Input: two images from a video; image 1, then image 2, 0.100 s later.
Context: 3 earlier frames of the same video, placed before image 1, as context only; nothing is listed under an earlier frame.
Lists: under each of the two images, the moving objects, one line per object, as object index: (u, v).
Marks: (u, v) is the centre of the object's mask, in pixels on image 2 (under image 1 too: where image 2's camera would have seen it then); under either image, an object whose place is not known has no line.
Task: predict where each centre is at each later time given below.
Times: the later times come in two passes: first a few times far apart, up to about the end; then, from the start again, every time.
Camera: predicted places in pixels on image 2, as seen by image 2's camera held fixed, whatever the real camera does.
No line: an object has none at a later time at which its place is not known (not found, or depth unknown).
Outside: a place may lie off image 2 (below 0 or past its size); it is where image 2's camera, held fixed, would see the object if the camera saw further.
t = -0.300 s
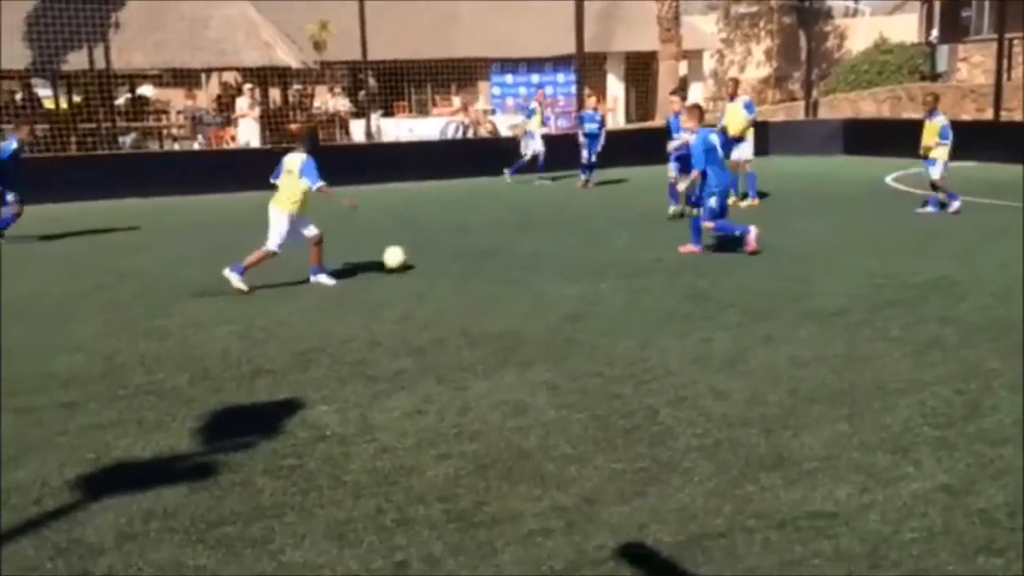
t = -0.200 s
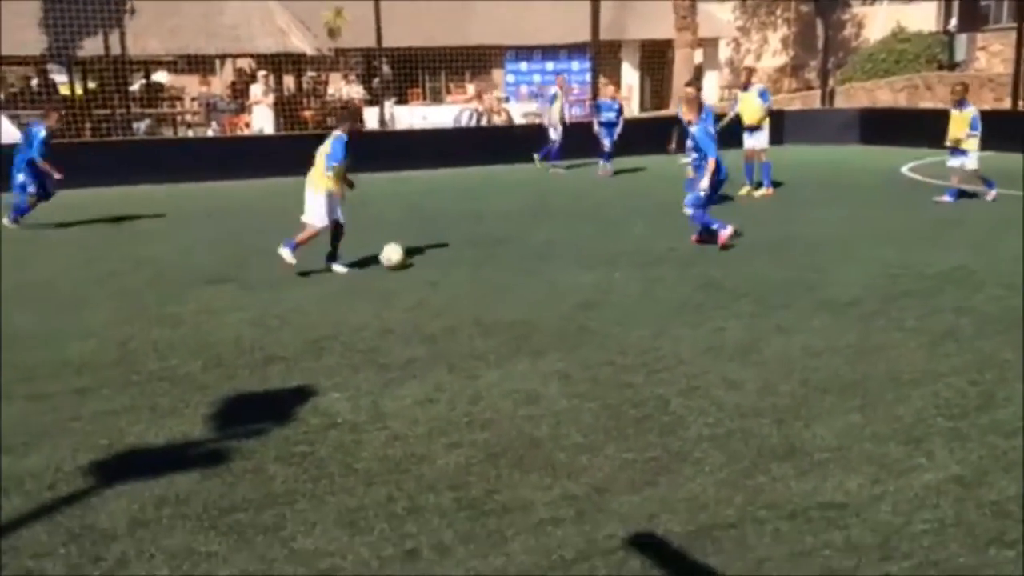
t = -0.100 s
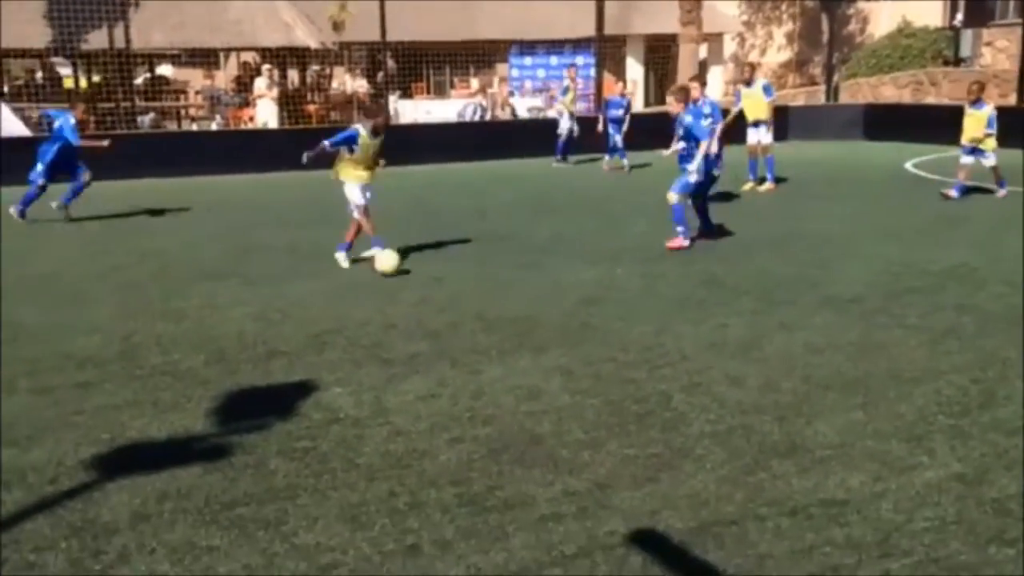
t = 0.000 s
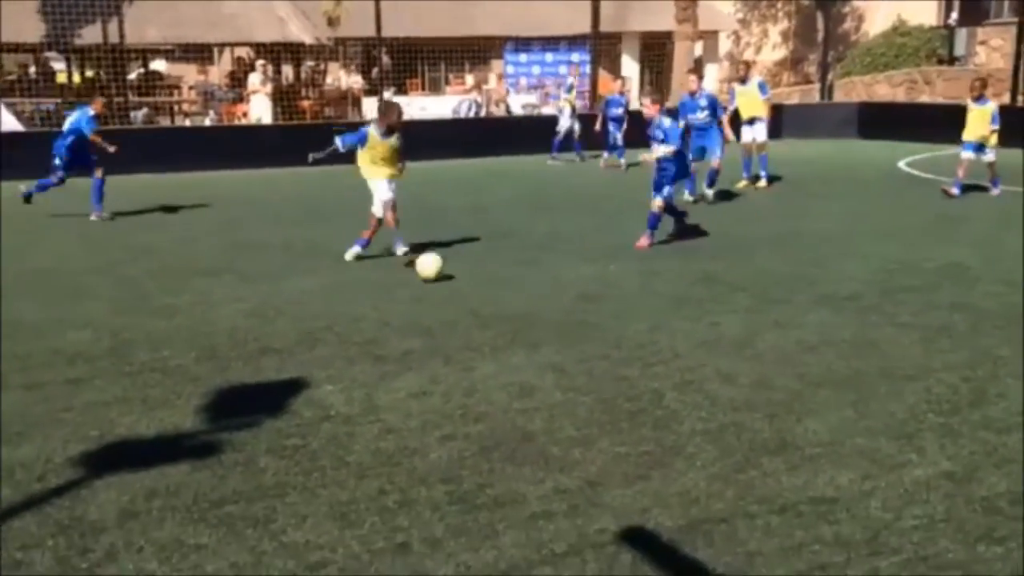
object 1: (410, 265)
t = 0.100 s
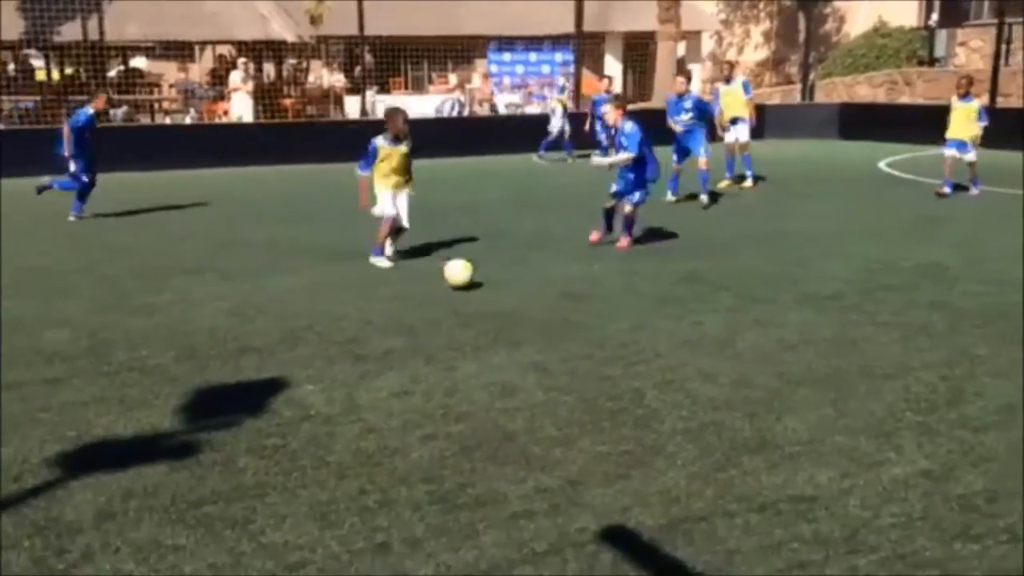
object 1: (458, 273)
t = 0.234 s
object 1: (524, 289)
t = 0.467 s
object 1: (653, 313)
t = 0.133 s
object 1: (474, 278)
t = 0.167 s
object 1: (490, 280)
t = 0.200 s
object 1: (507, 284)
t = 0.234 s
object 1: (524, 289)
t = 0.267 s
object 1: (541, 291)
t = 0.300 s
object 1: (559, 292)
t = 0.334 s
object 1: (577, 296)
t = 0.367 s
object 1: (595, 303)
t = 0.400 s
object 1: (614, 307)
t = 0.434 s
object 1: (633, 309)
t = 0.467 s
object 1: (653, 313)
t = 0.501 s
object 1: (673, 320)
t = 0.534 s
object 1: (694, 326)
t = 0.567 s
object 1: (716, 328)
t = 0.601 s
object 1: (738, 333)
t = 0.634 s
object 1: (761, 340)
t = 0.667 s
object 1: (784, 345)
